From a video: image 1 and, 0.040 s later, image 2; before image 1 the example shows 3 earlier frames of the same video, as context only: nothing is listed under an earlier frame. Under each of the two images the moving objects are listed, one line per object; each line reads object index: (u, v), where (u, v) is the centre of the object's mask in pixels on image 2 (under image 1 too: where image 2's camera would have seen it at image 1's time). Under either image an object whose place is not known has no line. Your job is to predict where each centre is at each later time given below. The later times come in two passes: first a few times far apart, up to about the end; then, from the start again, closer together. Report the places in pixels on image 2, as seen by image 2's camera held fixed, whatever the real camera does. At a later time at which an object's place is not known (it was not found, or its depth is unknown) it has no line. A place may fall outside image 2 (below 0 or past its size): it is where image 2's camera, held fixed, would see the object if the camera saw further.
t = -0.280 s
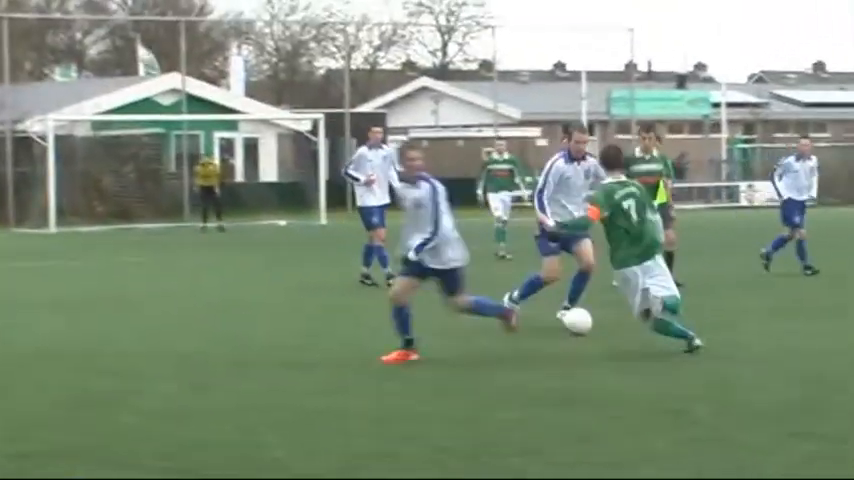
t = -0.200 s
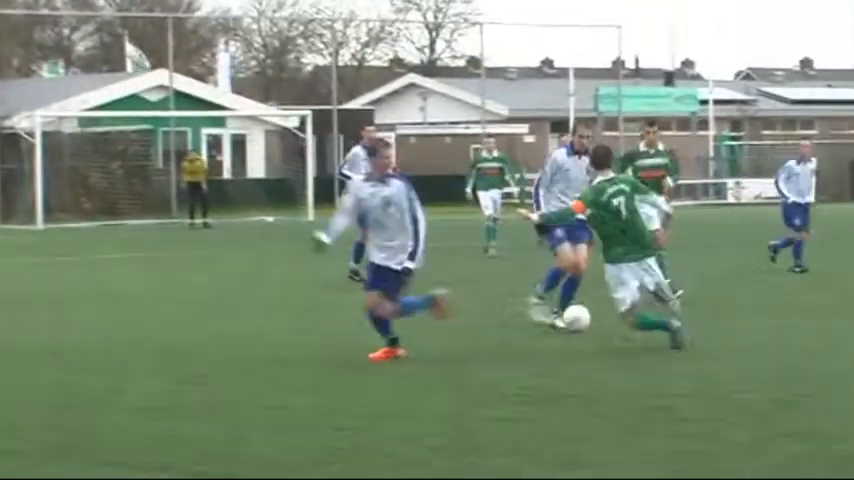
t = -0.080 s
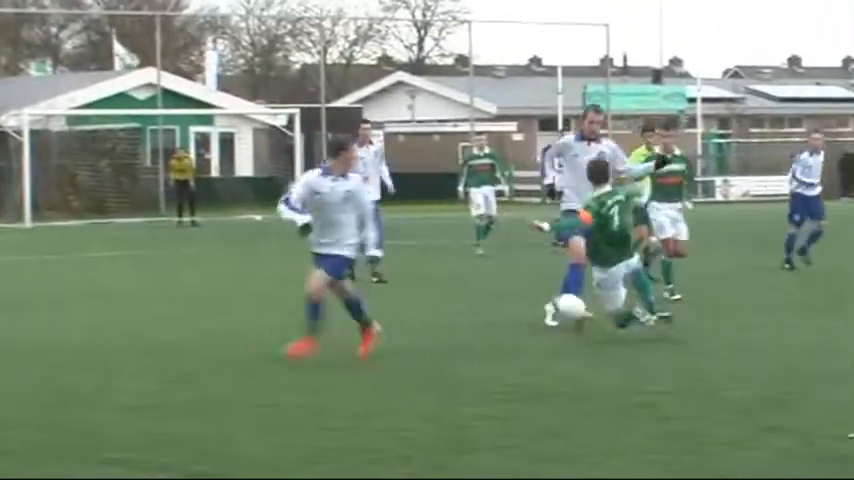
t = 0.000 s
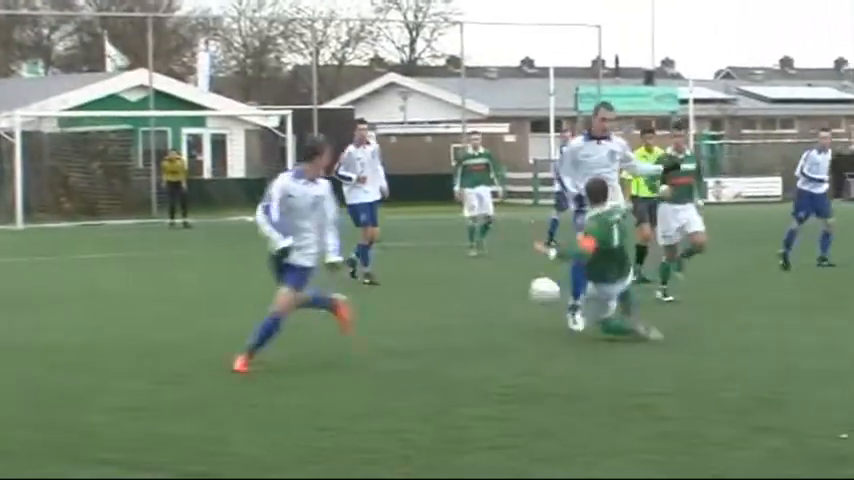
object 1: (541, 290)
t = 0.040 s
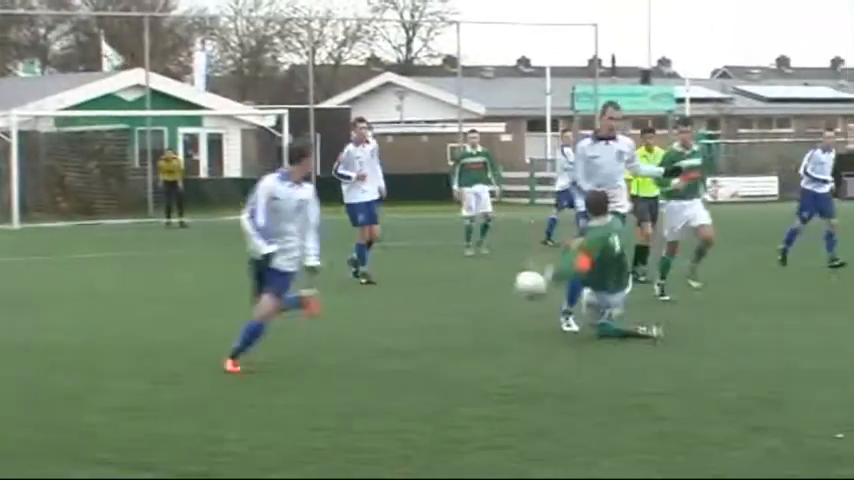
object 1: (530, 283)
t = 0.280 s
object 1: (465, 286)
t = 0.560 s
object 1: (386, 334)
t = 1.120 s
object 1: (218, 362)
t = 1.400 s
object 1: (145, 382)
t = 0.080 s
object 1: (518, 278)
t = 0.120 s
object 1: (509, 277)
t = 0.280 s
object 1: (465, 286)
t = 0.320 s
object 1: (454, 293)
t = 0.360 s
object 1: (443, 302)
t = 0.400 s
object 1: (431, 314)
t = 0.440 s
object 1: (419, 328)
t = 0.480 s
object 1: (406, 345)
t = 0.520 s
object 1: (397, 341)
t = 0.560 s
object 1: (386, 334)
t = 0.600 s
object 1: (376, 329)
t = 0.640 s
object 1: (363, 324)
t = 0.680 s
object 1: (350, 324)
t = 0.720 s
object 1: (338, 325)
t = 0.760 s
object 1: (327, 328)
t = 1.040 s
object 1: (240, 361)
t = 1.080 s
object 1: (230, 360)
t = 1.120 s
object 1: (218, 362)
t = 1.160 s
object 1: (206, 366)
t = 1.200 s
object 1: (195, 373)
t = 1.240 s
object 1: (182, 383)
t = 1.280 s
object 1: (171, 386)
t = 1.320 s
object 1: (163, 382)
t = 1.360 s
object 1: (153, 380)
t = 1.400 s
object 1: (145, 382)
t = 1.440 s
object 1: (136, 385)
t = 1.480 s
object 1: (126, 392)
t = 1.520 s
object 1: (116, 400)
